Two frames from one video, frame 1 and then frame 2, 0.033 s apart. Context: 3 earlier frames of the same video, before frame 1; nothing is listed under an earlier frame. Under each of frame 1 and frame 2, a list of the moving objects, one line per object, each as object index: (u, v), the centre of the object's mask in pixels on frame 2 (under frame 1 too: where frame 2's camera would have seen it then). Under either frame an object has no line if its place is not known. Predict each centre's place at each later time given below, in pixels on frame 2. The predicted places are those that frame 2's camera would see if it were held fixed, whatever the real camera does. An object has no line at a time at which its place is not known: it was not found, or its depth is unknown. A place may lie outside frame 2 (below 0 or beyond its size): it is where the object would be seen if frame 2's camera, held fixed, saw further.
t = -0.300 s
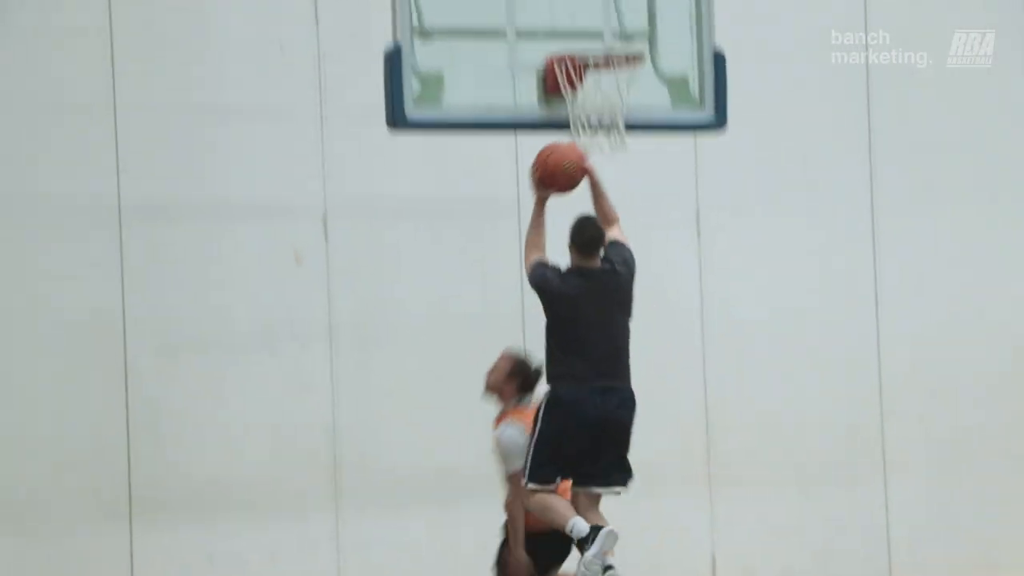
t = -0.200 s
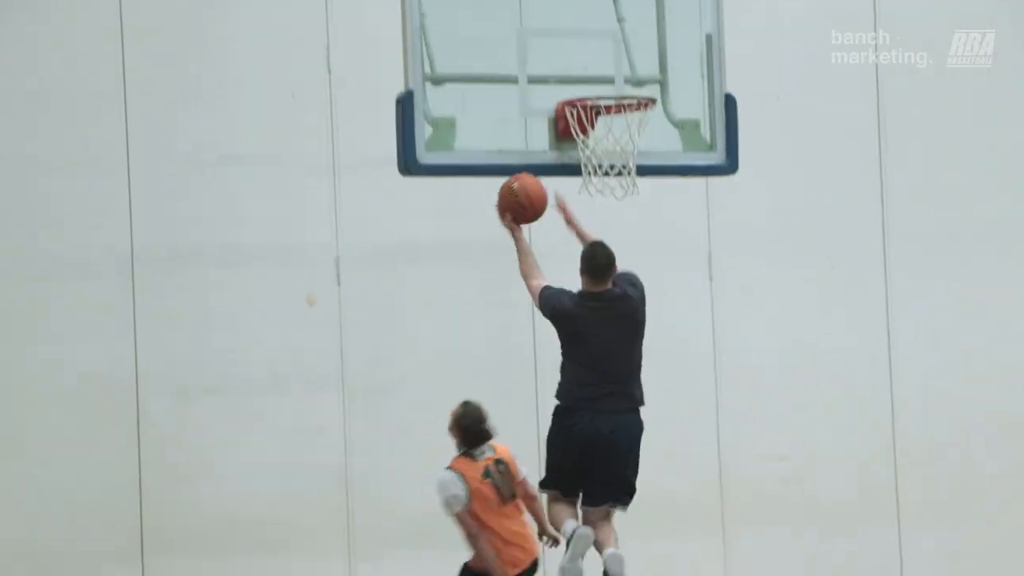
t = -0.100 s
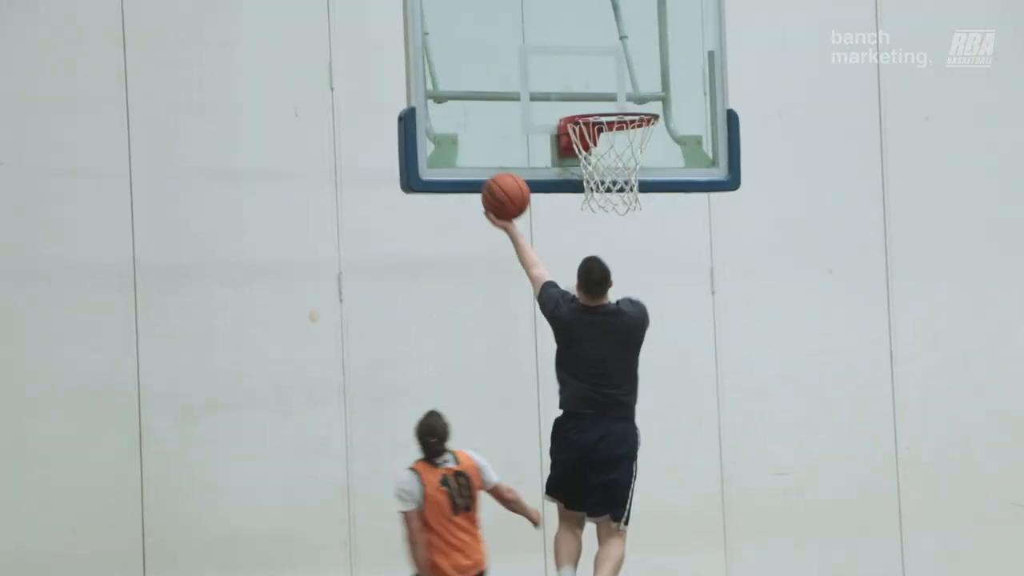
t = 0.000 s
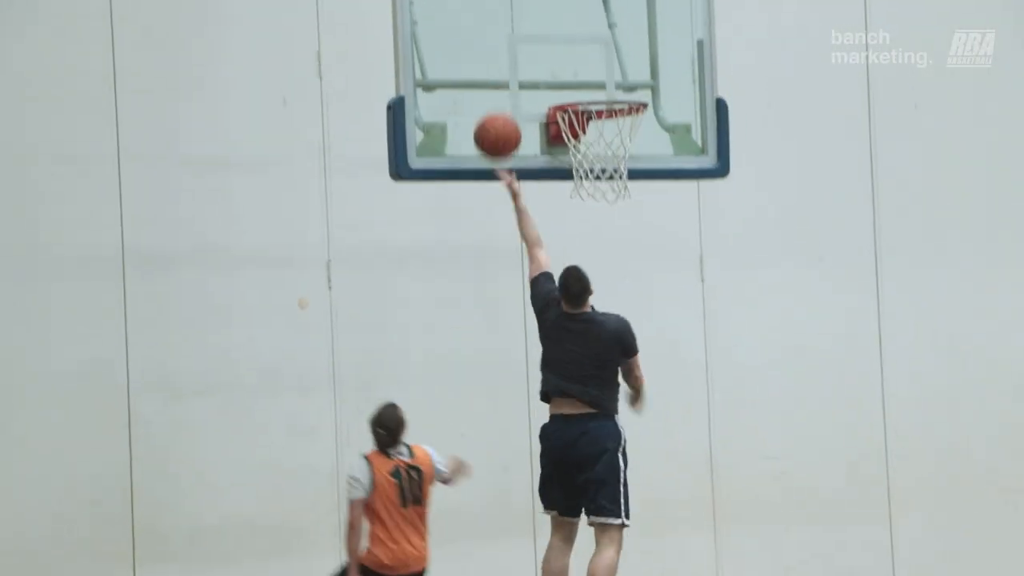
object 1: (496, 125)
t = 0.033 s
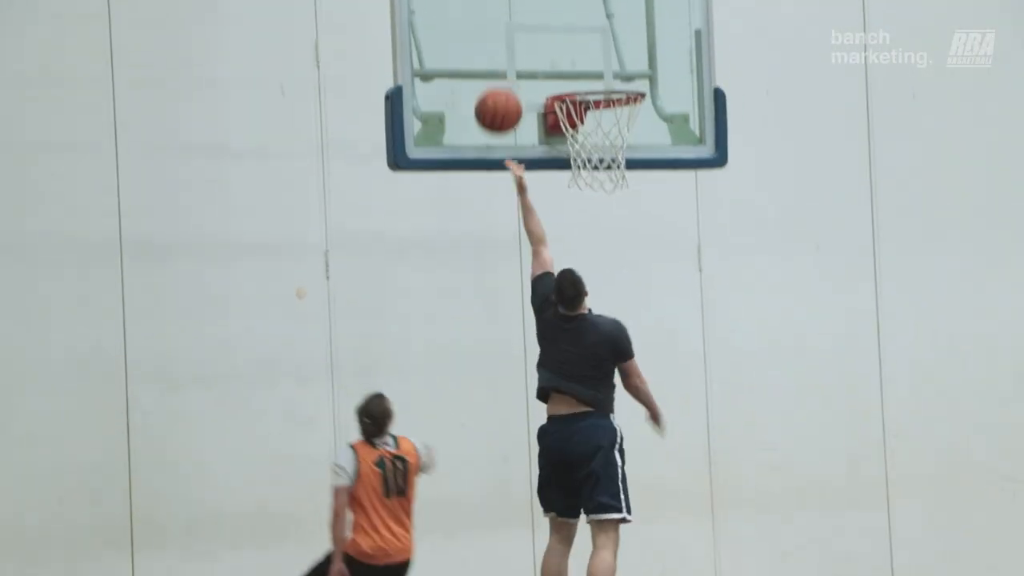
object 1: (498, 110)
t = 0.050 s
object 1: (499, 104)
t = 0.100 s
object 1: (504, 88)
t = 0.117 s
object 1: (506, 84)
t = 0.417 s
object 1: (567, 69)
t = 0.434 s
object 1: (571, 72)
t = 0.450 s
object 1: (574, 74)
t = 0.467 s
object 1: (578, 75)
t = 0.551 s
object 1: (592, 79)
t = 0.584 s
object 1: (597, 82)
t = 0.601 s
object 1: (602, 99)
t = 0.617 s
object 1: (604, 104)
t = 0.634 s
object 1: (607, 110)
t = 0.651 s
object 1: (609, 116)
